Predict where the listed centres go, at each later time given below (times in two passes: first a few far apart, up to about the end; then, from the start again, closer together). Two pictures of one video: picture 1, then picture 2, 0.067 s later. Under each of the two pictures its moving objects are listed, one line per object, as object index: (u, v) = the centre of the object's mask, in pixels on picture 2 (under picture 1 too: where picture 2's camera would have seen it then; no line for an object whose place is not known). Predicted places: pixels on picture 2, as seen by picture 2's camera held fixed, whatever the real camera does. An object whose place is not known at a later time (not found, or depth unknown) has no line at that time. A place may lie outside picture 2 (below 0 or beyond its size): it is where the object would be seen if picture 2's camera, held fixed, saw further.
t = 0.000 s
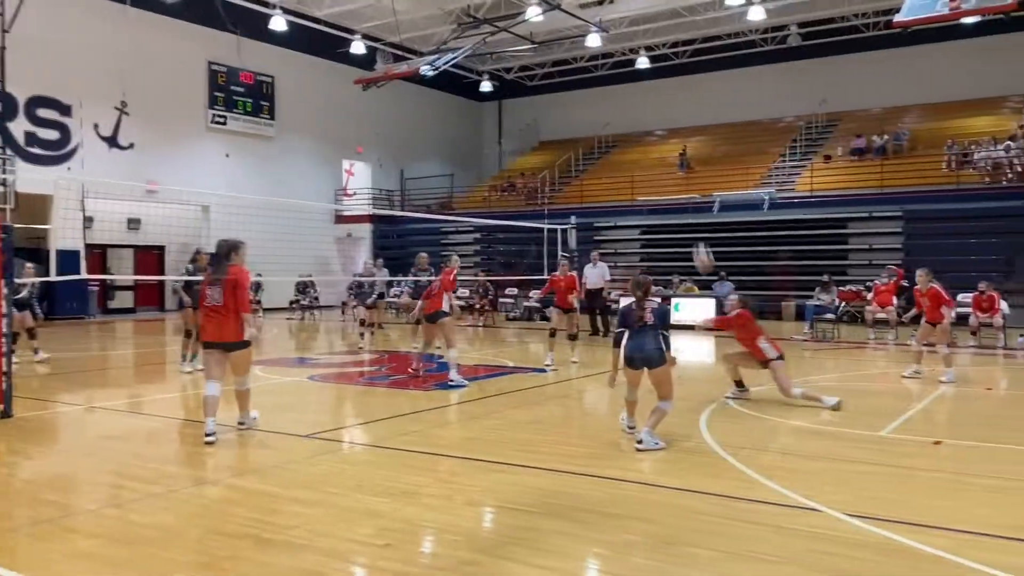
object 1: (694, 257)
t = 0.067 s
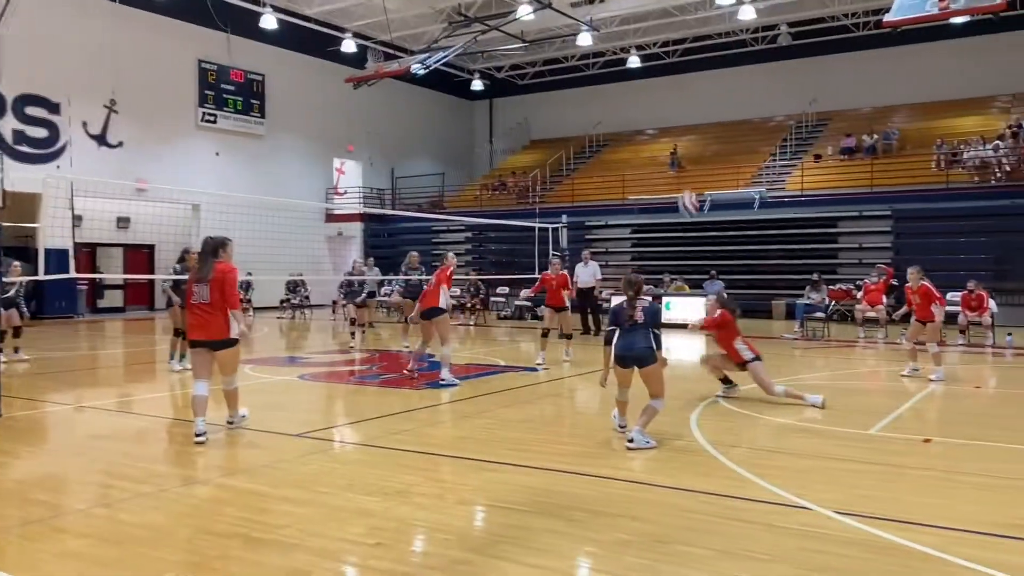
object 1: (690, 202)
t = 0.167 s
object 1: (680, 131)
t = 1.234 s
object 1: (639, 9)
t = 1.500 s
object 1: (631, 112)
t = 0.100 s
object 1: (686, 179)
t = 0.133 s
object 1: (683, 155)
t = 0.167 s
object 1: (680, 131)
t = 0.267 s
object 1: (674, 74)
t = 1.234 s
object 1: (639, 9)
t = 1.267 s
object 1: (640, 17)
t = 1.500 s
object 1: (631, 112)
